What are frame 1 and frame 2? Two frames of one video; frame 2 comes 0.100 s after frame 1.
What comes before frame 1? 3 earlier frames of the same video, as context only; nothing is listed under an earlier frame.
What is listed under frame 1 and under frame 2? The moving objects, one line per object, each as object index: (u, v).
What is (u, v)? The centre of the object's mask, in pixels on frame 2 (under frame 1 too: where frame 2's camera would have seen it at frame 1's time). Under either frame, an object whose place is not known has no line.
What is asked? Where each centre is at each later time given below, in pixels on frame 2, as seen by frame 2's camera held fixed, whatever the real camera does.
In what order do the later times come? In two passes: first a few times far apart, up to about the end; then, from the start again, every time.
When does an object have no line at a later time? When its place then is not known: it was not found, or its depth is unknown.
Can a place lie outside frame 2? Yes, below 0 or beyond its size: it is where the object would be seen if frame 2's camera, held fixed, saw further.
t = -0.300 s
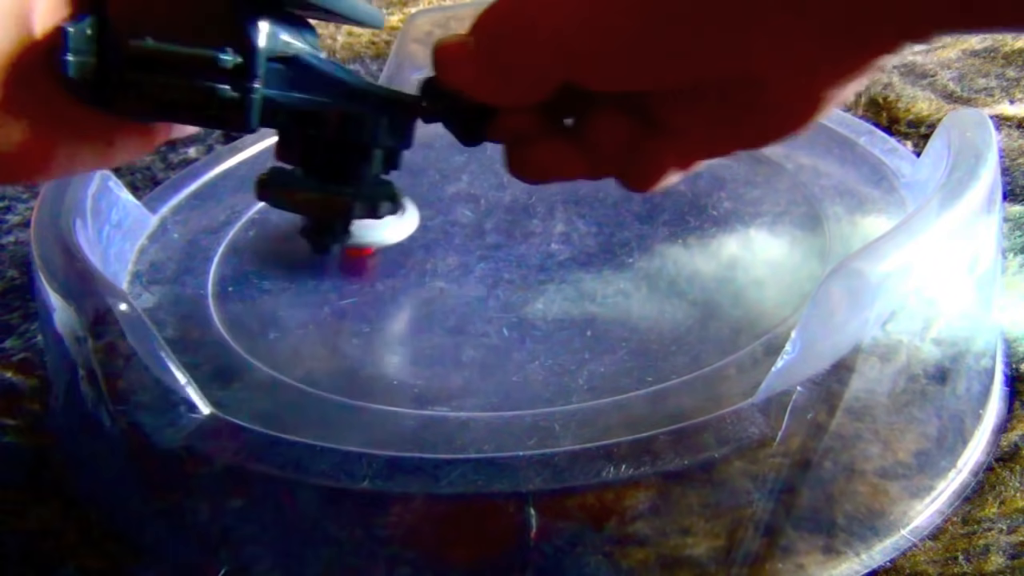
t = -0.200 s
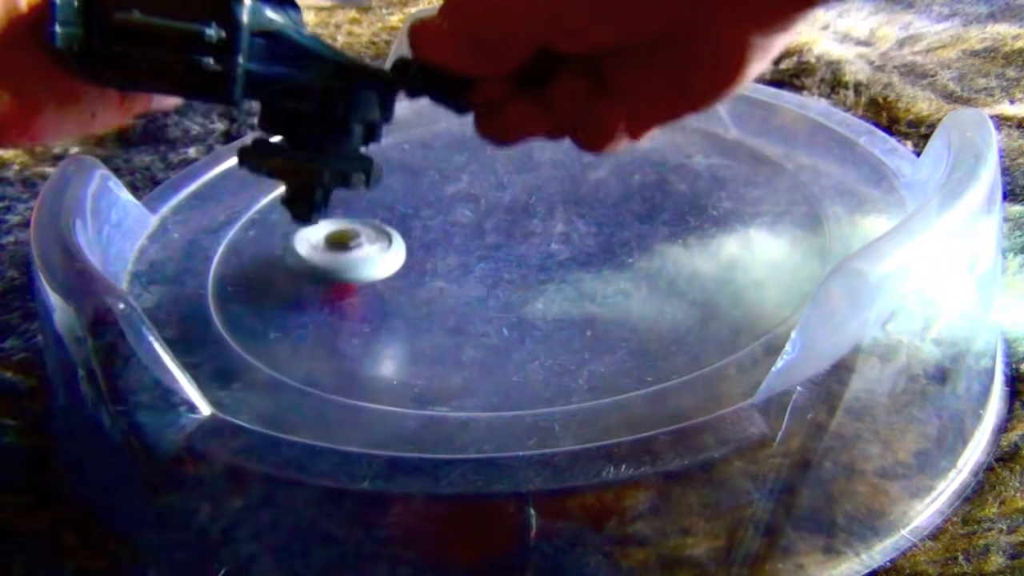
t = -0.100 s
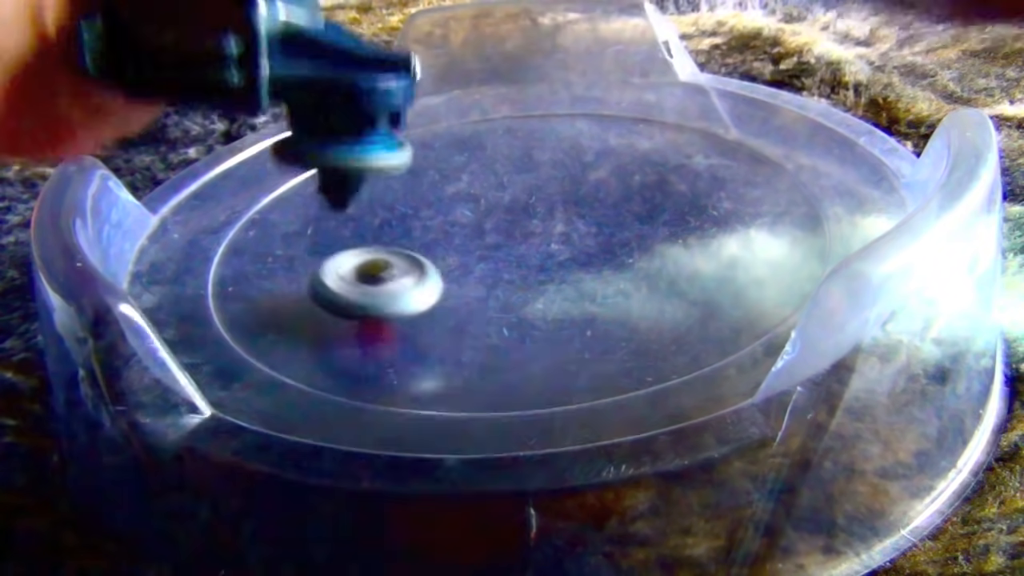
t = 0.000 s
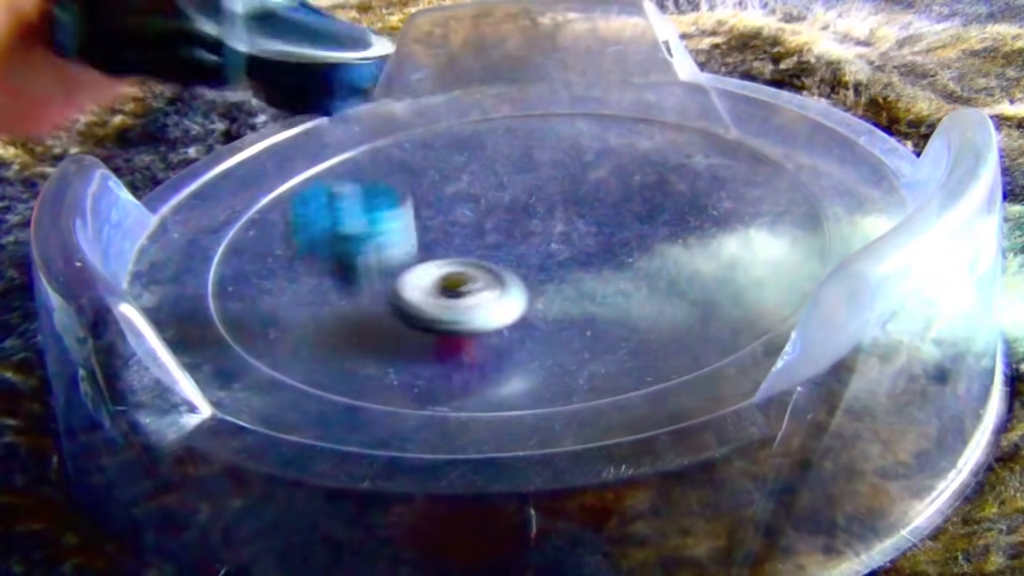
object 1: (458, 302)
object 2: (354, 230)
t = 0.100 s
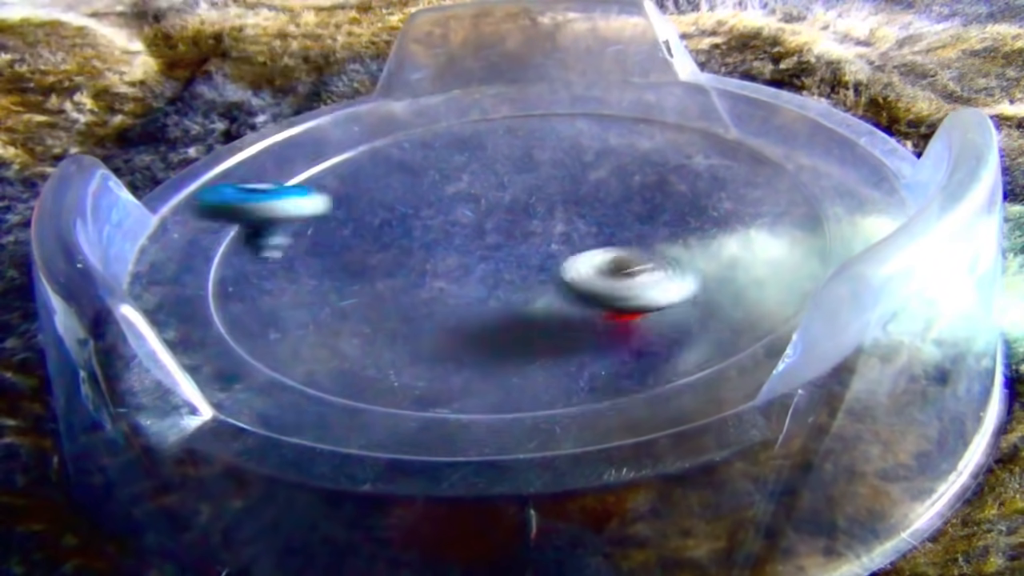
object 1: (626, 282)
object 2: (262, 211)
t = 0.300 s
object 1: (733, 196)
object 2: (215, 231)
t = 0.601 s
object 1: (381, 129)
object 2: (352, 260)
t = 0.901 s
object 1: (244, 282)
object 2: (362, 252)
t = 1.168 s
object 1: (592, 303)
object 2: (282, 239)
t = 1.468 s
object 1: (571, 170)
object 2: (268, 237)
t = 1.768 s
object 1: (385, 202)
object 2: (292, 256)
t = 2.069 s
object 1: (481, 244)
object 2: (444, 298)
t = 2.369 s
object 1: (525, 211)
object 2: (627, 225)
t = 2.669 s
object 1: (446, 227)
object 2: (516, 128)
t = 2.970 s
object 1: (517, 266)
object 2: (362, 167)
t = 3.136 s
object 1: (585, 235)
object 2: (353, 226)
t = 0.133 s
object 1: (674, 268)
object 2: (230, 218)
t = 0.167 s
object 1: (710, 253)
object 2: (205, 248)
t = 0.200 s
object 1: (733, 239)
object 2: (177, 243)
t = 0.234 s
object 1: (744, 222)
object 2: (184, 241)
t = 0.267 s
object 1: (744, 209)
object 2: (199, 234)
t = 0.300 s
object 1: (733, 196)
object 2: (215, 231)
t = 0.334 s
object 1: (713, 184)
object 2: (233, 234)
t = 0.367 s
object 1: (686, 173)
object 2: (251, 234)
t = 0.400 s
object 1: (651, 161)
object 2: (268, 235)
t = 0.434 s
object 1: (611, 151)
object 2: (284, 238)
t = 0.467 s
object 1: (568, 143)
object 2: (299, 241)
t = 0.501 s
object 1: (522, 136)
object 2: (314, 246)
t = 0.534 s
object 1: (474, 132)
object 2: (327, 251)
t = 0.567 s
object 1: (425, 129)
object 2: (340, 256)
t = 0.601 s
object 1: (381, 129)
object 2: (352, 260)
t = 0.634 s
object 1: (343, 133)
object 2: (362, 262)
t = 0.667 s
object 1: (304, 146)
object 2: (371, 265)
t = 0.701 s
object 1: (266, 161)
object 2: (377, 265)
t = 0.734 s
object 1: (236, 177)
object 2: (382, 264)
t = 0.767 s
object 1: (204, 195)
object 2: (382, 263)
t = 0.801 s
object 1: (202, 208)
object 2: (380, 261)
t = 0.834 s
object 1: (207, 234)
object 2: (376, 258)
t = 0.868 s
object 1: (221, 258)
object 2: (370, 255)
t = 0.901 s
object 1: (244, 282)
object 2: (362, 252)
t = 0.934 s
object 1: (274, 300)
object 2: (352, 248)
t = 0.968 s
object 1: (312, 313)
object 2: (341, 244)
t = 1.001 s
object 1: (356, 326)
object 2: (329, 242)
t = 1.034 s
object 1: (406, 330)
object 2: (318, 241)
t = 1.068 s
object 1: (459, 333)
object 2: (307, 240)
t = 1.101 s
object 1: (509, 327)
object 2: (298, 239)
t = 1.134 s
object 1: (555, 317)
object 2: (289, 239)
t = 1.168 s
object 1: (592, 303)
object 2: (282, 239)
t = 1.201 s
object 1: (621, 283)
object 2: (276, 239)
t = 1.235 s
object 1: (641, 262)
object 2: (272, 239)
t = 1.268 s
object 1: (649, 243)
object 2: (269, 239)
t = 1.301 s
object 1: (650, 226)
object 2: (267, 239)
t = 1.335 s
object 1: (645, 210)
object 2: (266, 238)
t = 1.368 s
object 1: (633, 195)
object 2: (265, 238)
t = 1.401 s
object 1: (616, 184)
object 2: (266, 237)
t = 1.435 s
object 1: (595, 176)
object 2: (266, 237)
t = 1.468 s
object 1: (571, 170)
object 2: (268, 237)
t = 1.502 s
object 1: (545, 167)
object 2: (271, 236)
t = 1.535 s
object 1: (520, 167)
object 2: (275, 236)
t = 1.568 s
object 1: (492, 169)
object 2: (279, 236)
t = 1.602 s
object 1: (466, 173)
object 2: (284, 237)
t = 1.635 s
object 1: (442, 178)
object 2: (290, 238)
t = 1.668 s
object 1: (419, 186)
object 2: (298, 239)
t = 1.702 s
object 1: (398, 194)
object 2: (306, 240)
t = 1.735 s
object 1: (384, 202)
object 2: (313, 241)
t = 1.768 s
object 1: (385, 202)
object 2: (292, 256)
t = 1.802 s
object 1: (393, 205)
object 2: (274, 272)
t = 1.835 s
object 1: (403, 206)
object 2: (264, 287)
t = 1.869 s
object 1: (413, 211)
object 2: (267, 298)
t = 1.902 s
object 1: (424, 217)
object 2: (282, 304)
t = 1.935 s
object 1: (434, 225)
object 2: (308, 306)
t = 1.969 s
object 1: (445, 232)
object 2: (340, 307)
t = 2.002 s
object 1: (453, 242)
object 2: (375, 307)
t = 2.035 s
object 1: (467, 244)
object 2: (411, 303)
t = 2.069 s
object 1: (481, 244)
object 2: (444, 298)
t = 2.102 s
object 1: (497, 241)
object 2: (473, 285)
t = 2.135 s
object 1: (510, 234)
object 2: (496, 279)
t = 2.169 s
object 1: (514, 234)
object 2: (522, 286)
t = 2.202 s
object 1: (523, 230)
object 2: (545, 281)
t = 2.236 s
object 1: (526, 225)
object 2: (566, 272)
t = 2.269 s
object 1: (528, 221)
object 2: (586, 261)
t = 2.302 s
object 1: (526, 217)
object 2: (602, 247)
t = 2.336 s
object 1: (527, 214)
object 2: (618, 238)
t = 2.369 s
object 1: (525, 211)
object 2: (627, 225)
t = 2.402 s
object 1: (519, 209)
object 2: (631, 211)
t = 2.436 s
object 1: (511, 213)
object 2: (630, 196)
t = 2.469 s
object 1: (503, 213)
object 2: (623, 182)
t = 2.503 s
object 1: (492, 209)
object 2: (611, 168)
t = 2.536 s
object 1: (482, 211)
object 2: (595, 155)
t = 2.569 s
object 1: (472, 213)
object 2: (577, 145)
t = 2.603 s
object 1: (463, 217)
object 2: (558, 138)
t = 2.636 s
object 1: (454, 221)
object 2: (537, 132)
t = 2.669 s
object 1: (446, 227)
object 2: (516, 128)
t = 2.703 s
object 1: (439, 237)
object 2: (495, 126)
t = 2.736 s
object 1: (440, 238)
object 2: (474, 126)
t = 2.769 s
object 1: (439, 251)
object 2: (455, 128)
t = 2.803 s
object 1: (446, 250)
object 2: (435, 131)
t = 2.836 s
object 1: (452, 263)
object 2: (418, 135)
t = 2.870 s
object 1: (466, 266)
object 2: (401, 142)
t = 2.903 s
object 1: (480, 268)
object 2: (385, 149)
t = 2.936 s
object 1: (497, 269)
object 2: (372, 157)
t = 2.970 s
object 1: (517, 266)
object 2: (362, 167)
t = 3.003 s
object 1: (535, 263)
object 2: (353, 178)
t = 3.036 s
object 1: (551, 258)
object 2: (348, 189)
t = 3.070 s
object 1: (567, 251)
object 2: (345, 201)
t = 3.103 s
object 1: (578, 243)
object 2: (347, 213)
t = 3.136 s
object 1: (585, 235)
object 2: (353, 226)
